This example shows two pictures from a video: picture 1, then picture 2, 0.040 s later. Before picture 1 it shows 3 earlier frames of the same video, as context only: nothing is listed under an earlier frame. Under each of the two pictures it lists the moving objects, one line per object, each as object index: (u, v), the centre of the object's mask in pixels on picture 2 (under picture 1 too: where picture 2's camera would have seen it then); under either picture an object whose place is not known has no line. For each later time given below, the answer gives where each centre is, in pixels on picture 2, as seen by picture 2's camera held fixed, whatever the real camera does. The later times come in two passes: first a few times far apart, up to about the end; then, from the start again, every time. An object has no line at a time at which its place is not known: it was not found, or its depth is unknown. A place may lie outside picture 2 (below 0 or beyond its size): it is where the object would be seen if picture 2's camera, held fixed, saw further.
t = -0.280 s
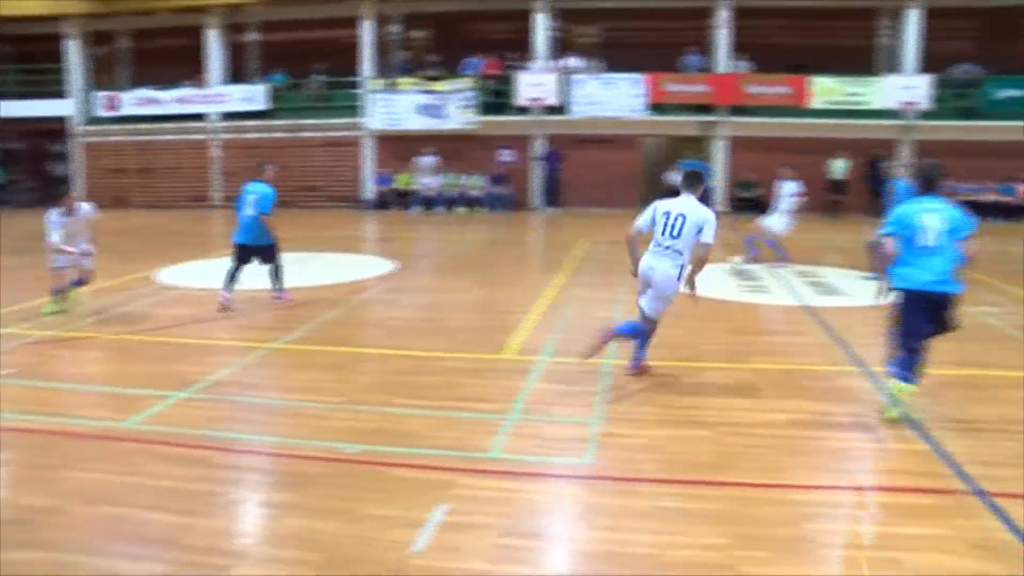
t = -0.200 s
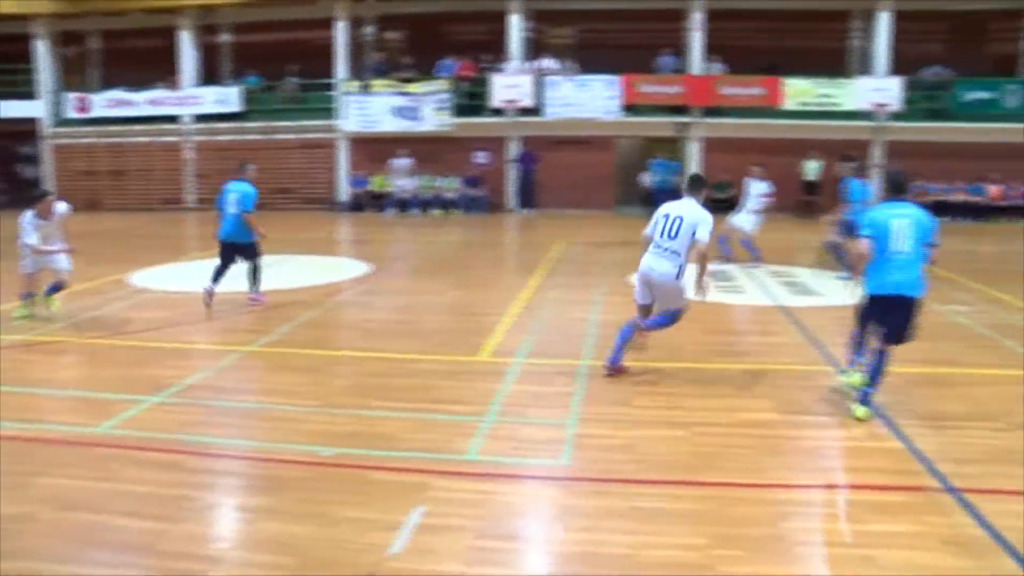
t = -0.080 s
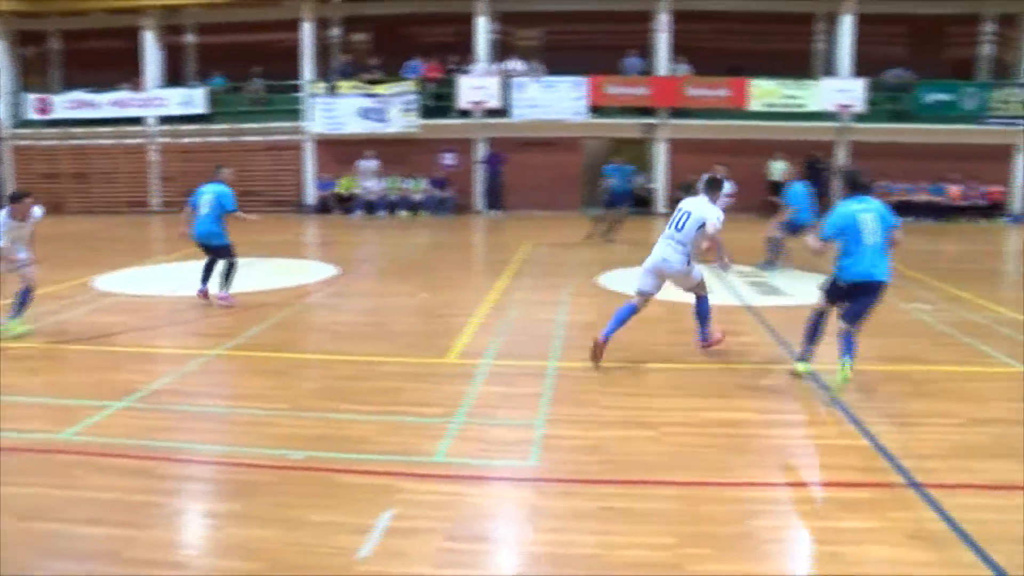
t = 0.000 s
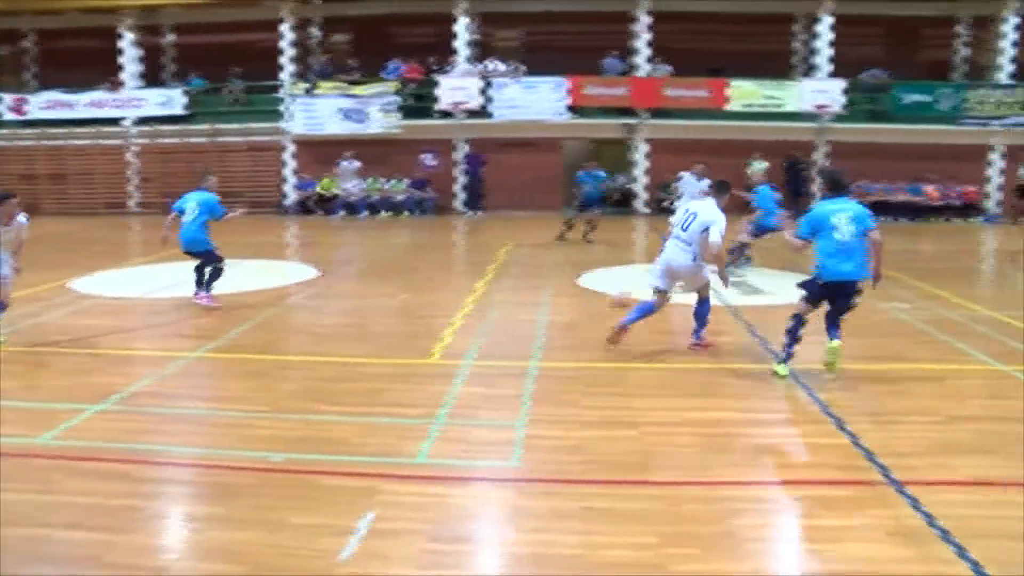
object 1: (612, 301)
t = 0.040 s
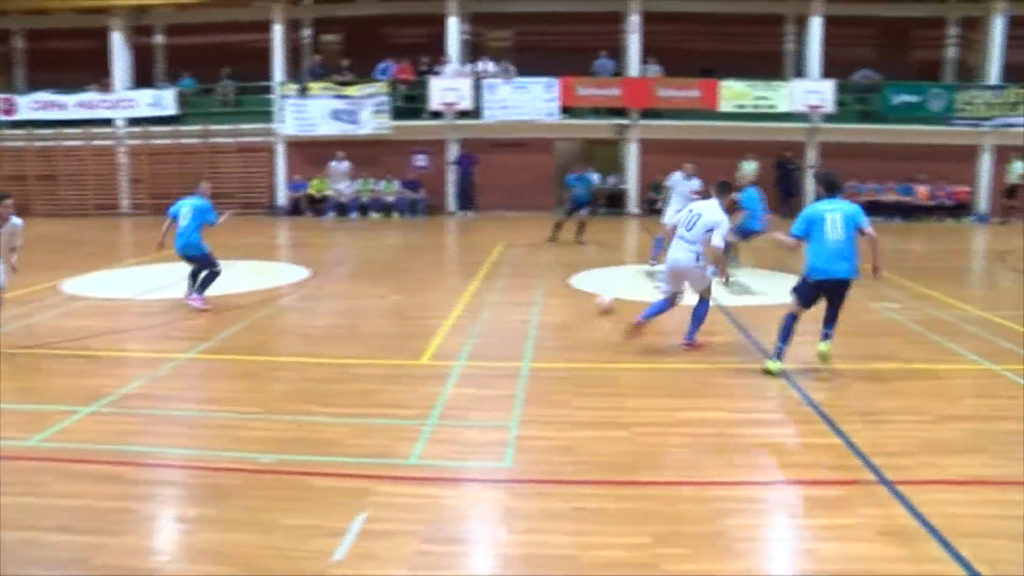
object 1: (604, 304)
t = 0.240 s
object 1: (567, 333)
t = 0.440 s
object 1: (524, 369)
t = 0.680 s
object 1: (462, 423)
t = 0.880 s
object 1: (396, 481)
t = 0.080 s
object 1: (598, 308)
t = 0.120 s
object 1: (590, 314)
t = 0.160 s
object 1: (583, 320)
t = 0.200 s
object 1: (575, 327)
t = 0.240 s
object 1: (567, 333)
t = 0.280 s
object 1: (558, 341)
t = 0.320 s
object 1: (549, 347)
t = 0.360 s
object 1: (541, 353)
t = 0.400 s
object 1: (534, 361)
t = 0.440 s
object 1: (524, 369)
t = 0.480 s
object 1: (514, 378)
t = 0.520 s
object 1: (504, 385)
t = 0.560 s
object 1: (495, 393)
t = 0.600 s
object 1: (485, 403)
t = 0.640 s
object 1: (474, 413)
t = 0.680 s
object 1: (462, 423)
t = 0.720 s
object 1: (451, 432)
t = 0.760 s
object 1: (440, 443)
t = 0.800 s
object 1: (426, 455)
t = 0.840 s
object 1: (412, 467)
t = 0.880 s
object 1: (396, 481)
